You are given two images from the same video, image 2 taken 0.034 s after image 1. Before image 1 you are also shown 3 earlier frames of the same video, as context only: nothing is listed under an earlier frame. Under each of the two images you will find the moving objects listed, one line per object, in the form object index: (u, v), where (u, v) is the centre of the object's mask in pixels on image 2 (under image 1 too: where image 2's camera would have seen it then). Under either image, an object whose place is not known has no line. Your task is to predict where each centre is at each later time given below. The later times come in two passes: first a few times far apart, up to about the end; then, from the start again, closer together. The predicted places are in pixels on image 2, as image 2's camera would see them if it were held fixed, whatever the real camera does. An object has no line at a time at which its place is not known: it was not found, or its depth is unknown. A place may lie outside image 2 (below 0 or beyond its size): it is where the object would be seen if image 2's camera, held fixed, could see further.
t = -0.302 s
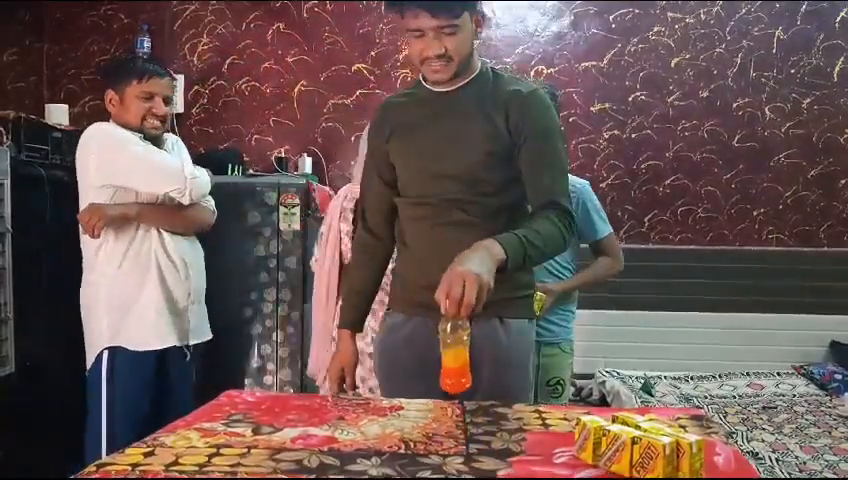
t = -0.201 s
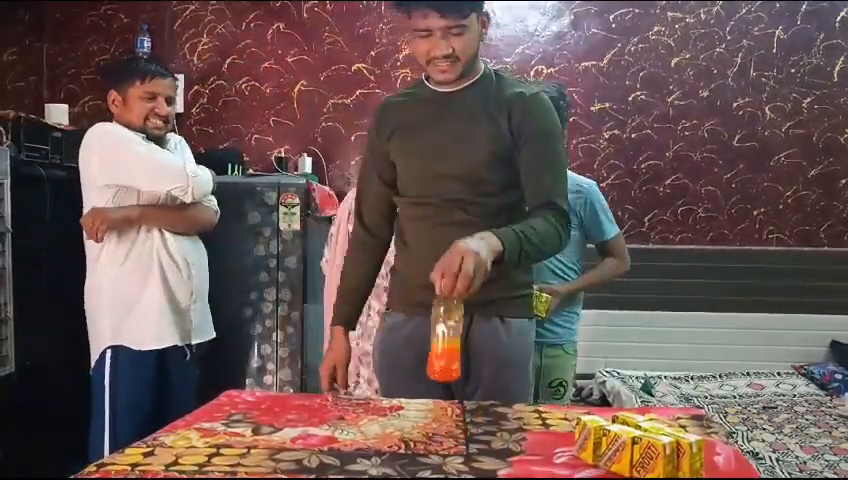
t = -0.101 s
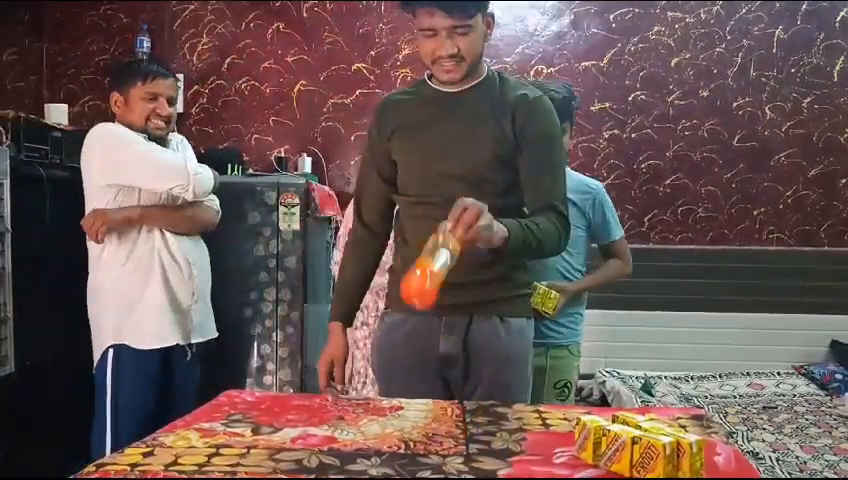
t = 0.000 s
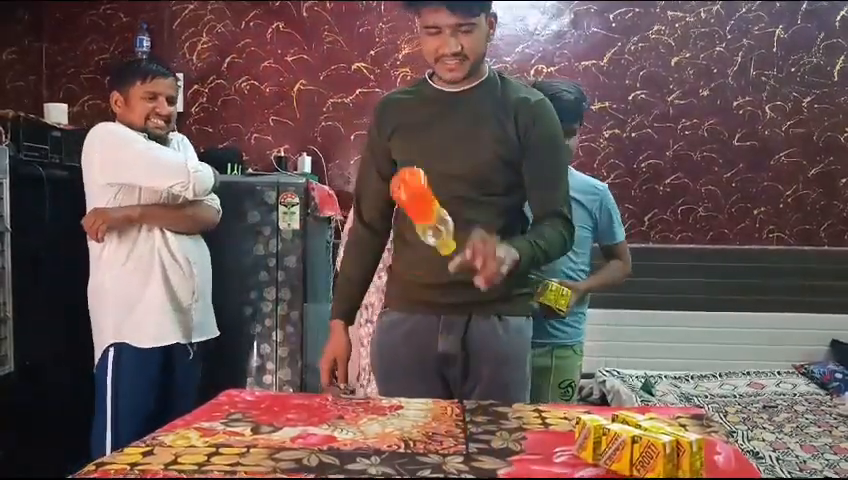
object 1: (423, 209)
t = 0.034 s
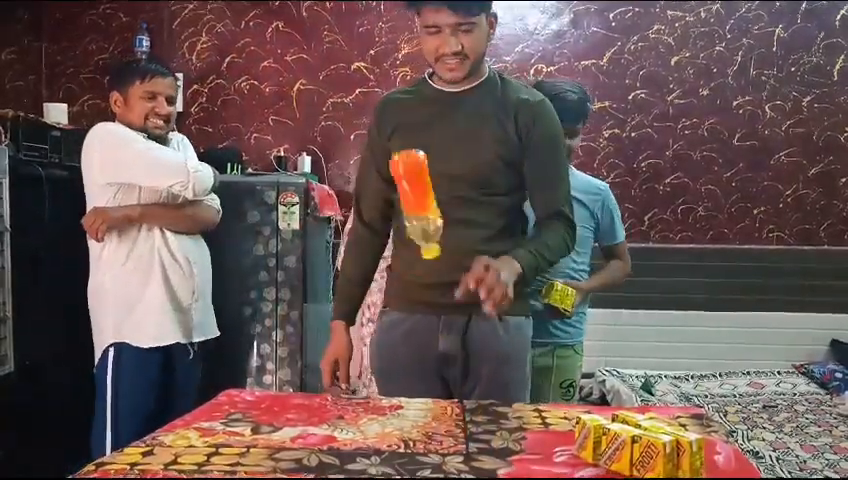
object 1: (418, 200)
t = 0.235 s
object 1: (381, 243)
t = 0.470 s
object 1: (348, 450)
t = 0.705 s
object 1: (347, 455)
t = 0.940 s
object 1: (350, 456)
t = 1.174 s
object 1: (352, 455)
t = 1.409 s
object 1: (351, 456)
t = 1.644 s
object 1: (350, 456)
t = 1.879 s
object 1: (350, 457)
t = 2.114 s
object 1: (350, 457)
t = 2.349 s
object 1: (349, 458)
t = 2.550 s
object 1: (349, 458)
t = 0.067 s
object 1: (410, 193)
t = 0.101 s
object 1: (403, 189)
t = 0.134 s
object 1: (396, 189)
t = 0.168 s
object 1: (390, 198)
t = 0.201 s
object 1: (385, 216)
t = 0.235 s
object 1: (381, 243)
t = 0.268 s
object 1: (376, 278)
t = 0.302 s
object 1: (371, 323)
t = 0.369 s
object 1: (359, 437)
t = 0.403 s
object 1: (357, 445)
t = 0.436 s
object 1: (352, 445)
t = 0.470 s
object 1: (348, 450)
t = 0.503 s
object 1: (345, 454)
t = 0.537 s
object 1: (345, 455)
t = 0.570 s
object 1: (346, 455)
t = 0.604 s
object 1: (347, 455)
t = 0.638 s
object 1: (347, 455)
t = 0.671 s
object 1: (347, 455)
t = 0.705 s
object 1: (347, 455)
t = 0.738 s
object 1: (347, 455)
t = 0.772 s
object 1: (348, 455)
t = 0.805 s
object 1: (349, 455)
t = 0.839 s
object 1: (349, 455)
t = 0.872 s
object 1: (350, 456)
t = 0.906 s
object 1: (350, 455)
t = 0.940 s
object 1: (350, 456)
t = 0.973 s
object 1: (350, 455)
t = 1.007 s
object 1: (351, 456)
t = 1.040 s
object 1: (351, 456)
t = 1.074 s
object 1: (351, 455)
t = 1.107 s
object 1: (352, 455)
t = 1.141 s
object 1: (352, 455)
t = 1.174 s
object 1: (352, 455)
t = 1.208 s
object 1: (352, 455)
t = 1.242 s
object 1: (352, 455)
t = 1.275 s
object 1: (352, 455)
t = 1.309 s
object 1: (352, 455)
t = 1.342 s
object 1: (352, 455)
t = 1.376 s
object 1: (351, 456)
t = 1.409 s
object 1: (351, 456)
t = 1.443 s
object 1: (351, 456)
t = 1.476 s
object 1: (351, 455)
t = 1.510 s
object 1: (351, 456)
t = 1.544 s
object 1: (351, 456)
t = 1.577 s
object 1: (351, 456)
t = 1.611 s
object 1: (350, 456)
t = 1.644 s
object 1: (350, 456)
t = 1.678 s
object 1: (350, 456)
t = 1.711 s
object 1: (351, 456)
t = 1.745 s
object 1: (351, 457)
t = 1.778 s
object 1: (350, 457)
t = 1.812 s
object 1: (350, 457)
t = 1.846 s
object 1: (350, 457)
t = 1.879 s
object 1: (350, 457)
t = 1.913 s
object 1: (350, 457)
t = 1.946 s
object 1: (350, 457)
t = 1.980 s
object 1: (350, 457)
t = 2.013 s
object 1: (350, 457)
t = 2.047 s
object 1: (350, 457)
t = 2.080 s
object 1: (350, 457)
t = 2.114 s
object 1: (350, 457)
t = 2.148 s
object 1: (350, 457)
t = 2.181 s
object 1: (350, 457)
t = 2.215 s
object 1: (350, 457)
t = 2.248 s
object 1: (349, 457)
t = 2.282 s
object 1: (349, 457)
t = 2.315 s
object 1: (349, 457)
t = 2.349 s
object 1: (349, 458)
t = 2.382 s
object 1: (349, 458)
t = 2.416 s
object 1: (349, 458)
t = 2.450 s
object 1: (349, 458)
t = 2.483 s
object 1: (349, 458)
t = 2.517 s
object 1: (349, 458)
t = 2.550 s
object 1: (349, 458)
